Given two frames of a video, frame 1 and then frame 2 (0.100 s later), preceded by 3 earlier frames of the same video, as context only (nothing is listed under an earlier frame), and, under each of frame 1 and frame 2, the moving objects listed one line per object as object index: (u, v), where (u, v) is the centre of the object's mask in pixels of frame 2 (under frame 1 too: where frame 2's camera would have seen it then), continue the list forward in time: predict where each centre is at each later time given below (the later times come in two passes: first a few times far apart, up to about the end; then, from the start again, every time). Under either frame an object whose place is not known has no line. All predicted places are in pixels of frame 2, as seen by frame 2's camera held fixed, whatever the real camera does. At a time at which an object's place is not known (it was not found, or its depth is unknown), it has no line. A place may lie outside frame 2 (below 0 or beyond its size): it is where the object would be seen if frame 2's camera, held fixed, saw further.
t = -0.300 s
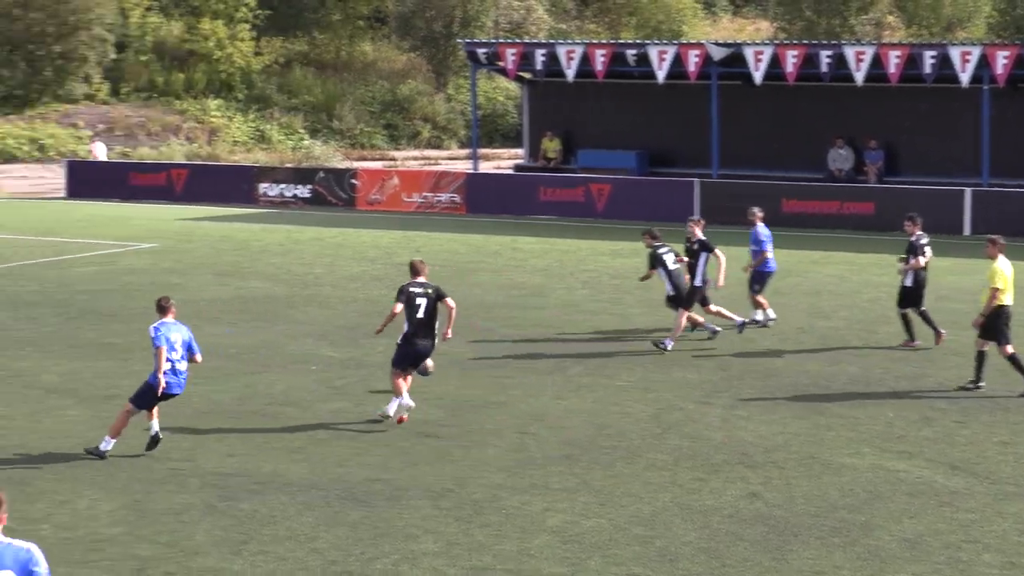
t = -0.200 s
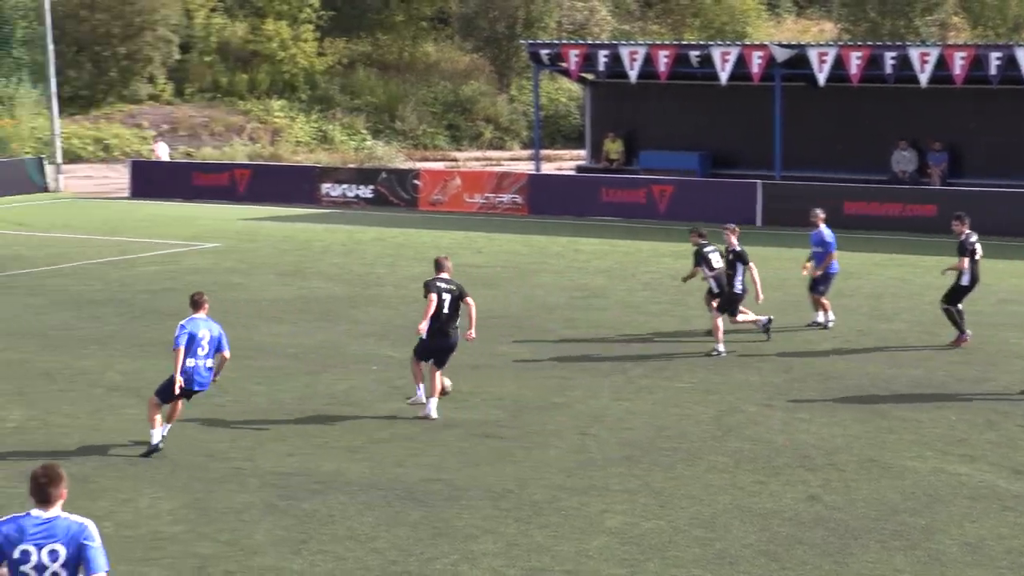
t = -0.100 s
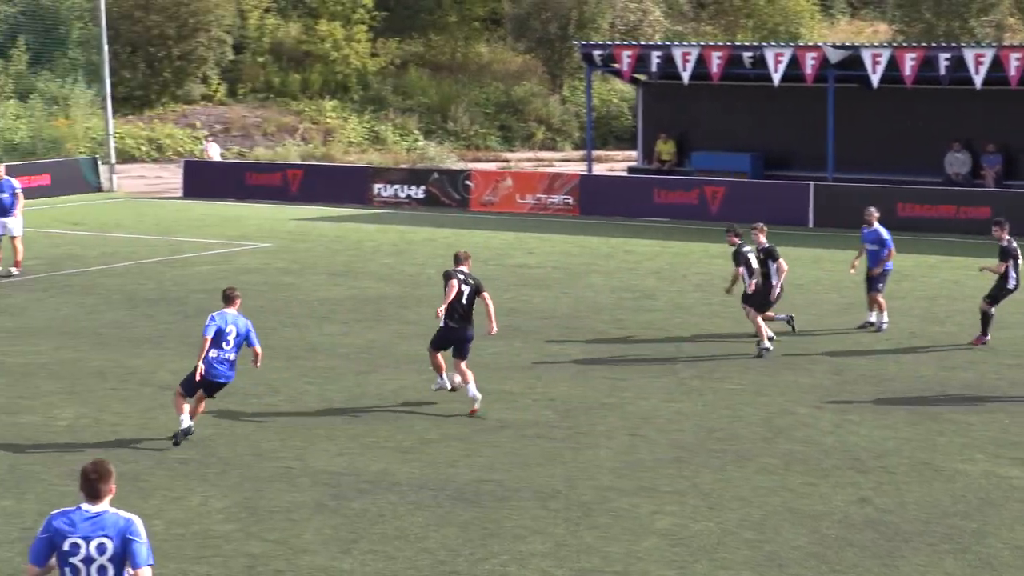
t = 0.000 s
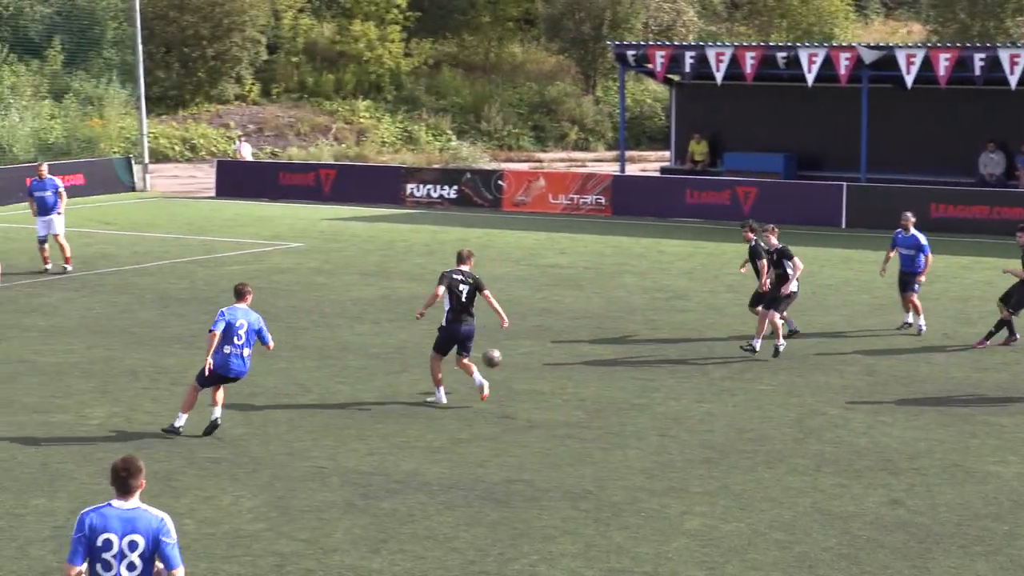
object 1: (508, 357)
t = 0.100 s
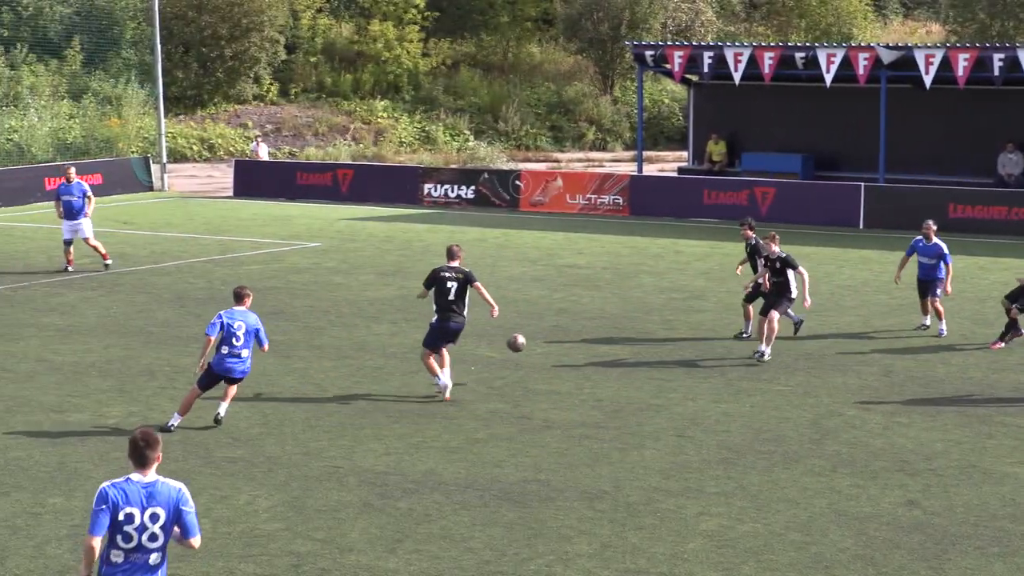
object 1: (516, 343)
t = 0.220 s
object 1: (525, 336)
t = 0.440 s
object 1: (539, 348)
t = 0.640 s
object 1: (538, 324)
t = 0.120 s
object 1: (518, 341)
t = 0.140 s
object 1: (519, 339)
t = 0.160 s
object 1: (521, 338)
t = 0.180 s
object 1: (522, 337)
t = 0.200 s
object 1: (524, 336)
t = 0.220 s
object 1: (525, 336)
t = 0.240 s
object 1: (527, 336)
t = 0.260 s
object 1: (528, 336)
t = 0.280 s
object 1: (530, 337)
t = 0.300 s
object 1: (531, 338)
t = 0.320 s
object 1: (532, 339)
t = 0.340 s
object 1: (533, 340)
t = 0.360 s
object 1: (535, 342)
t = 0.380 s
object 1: (536, 344)
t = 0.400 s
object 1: (538, 346)
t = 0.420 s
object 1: (539, 349)
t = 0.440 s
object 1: (539, 348)
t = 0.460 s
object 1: (540, 344)
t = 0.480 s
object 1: (540, 341)
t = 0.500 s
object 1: (539, 337)
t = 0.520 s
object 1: (539, 334)
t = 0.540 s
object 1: (539, 332)
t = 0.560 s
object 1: (539, 330)
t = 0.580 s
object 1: (538, 327)
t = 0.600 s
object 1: (539, 326)
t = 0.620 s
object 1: (538, 325)
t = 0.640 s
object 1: (538, 324)
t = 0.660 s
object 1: (538, 323)
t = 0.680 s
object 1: (538, 323)
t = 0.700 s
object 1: (538, 322)
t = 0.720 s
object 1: (538, 323)
